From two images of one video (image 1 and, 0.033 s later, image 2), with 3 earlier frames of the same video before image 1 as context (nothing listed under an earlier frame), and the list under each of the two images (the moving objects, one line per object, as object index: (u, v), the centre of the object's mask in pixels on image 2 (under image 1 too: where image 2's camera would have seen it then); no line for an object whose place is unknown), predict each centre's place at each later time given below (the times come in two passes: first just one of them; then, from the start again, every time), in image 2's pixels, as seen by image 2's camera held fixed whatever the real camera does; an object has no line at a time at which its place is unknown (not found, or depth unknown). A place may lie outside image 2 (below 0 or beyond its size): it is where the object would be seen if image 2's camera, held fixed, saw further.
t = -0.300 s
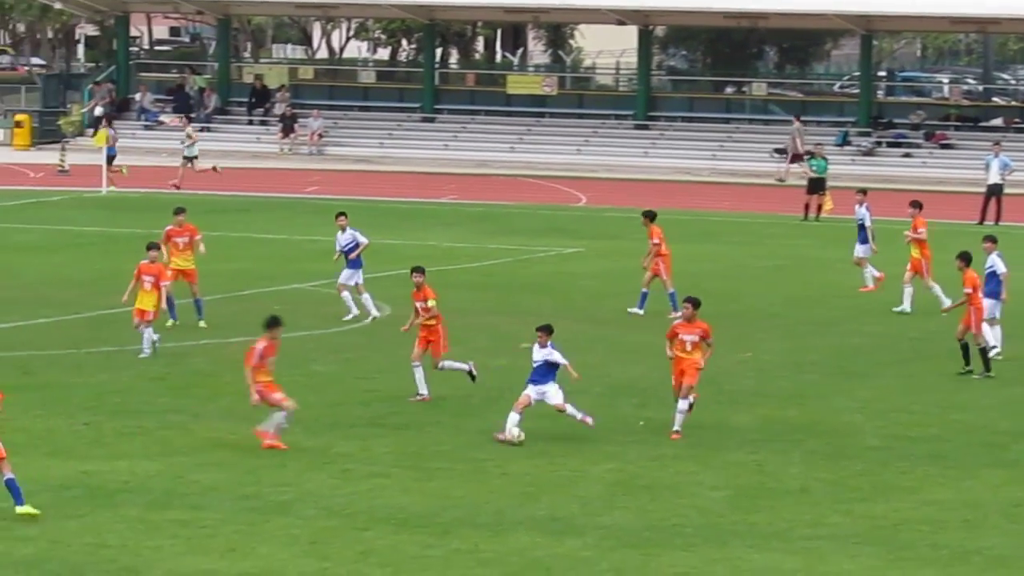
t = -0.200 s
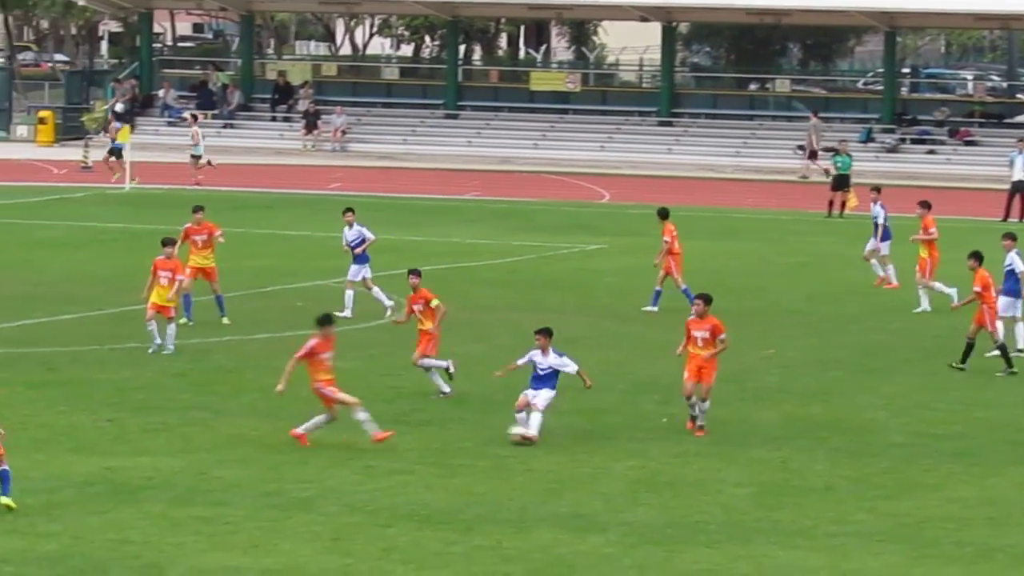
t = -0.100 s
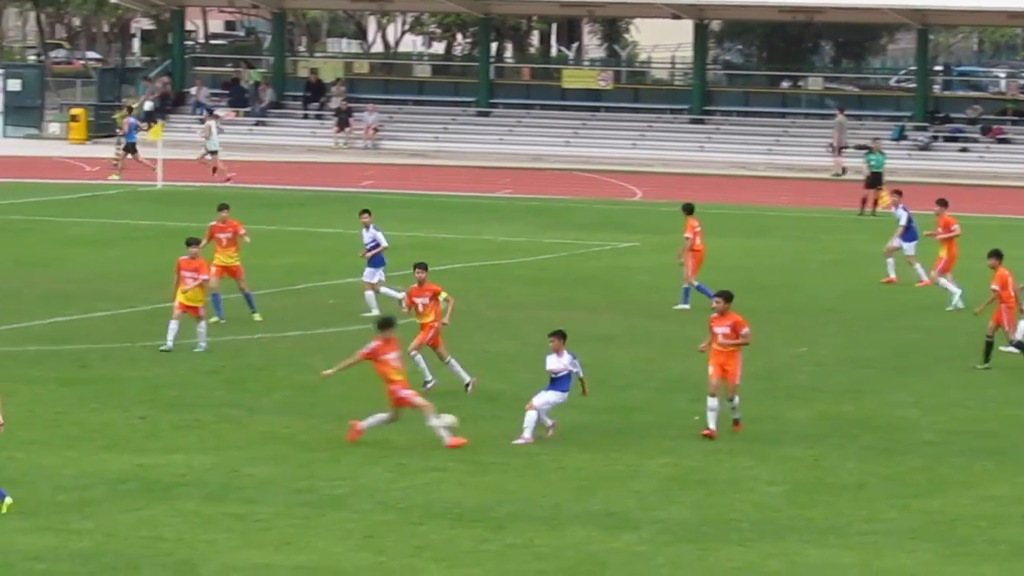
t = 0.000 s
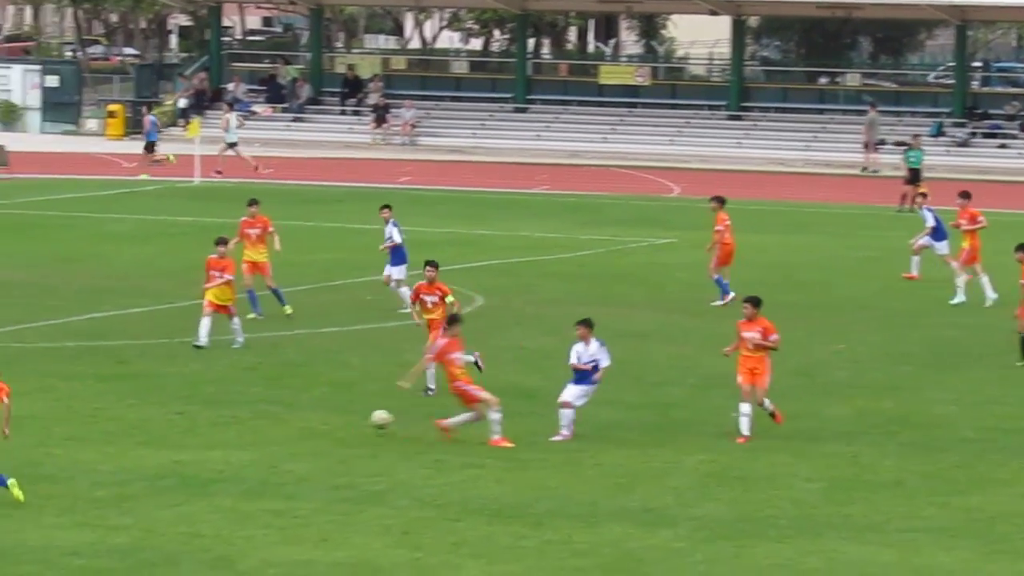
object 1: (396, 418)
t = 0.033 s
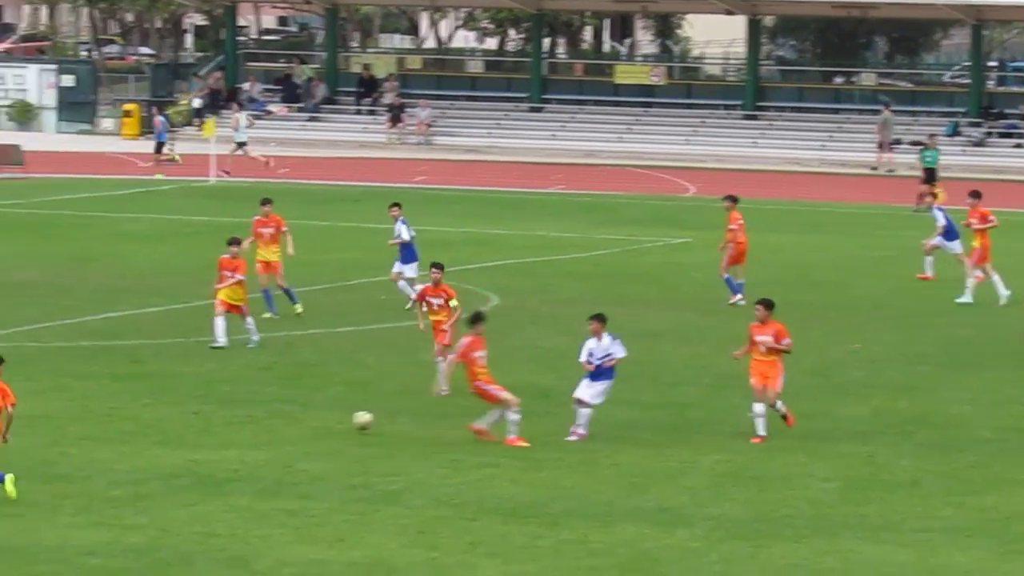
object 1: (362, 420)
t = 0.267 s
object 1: (173, 411)
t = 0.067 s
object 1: (329, 424)
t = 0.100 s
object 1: (298, 423)
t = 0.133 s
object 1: (273, 420)
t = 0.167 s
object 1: (247, 415)
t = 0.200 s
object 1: (223, 413)
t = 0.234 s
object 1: (198, 411)
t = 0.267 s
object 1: (173, 411)
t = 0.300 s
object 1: (148, 411)
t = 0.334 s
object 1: (124, 412)
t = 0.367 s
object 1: (98, 415)
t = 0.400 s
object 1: (74, 419)
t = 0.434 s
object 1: (50, 423)
